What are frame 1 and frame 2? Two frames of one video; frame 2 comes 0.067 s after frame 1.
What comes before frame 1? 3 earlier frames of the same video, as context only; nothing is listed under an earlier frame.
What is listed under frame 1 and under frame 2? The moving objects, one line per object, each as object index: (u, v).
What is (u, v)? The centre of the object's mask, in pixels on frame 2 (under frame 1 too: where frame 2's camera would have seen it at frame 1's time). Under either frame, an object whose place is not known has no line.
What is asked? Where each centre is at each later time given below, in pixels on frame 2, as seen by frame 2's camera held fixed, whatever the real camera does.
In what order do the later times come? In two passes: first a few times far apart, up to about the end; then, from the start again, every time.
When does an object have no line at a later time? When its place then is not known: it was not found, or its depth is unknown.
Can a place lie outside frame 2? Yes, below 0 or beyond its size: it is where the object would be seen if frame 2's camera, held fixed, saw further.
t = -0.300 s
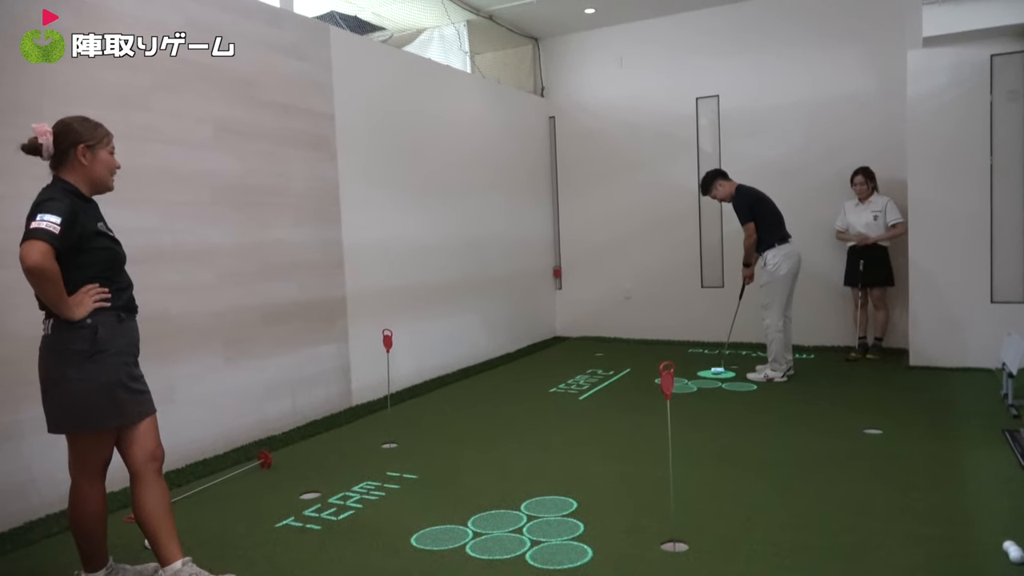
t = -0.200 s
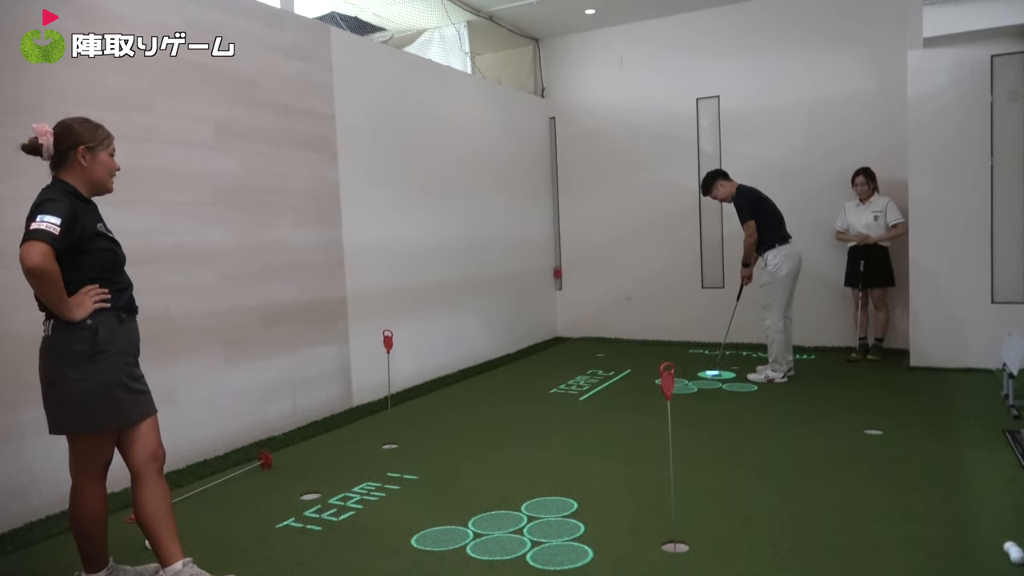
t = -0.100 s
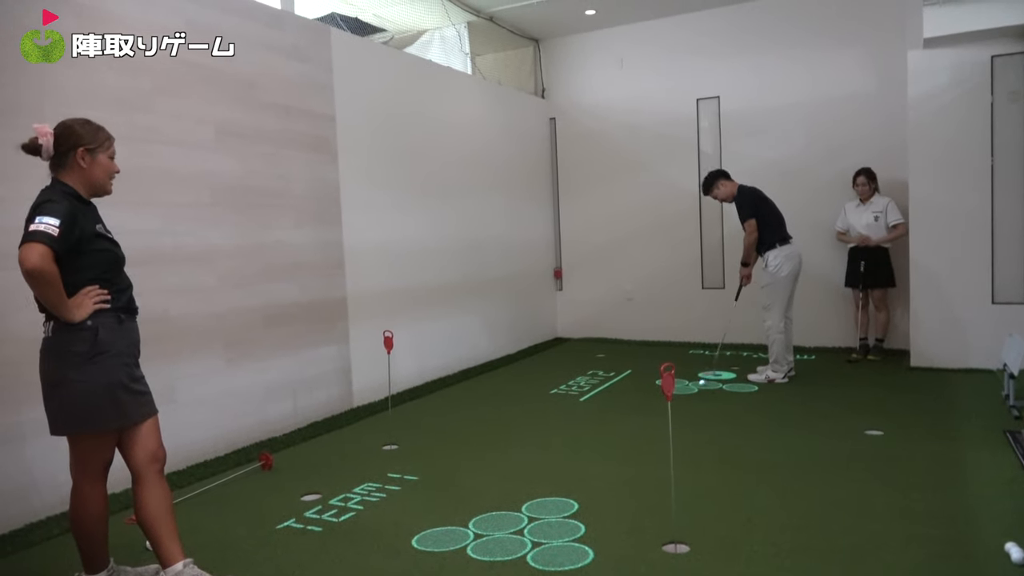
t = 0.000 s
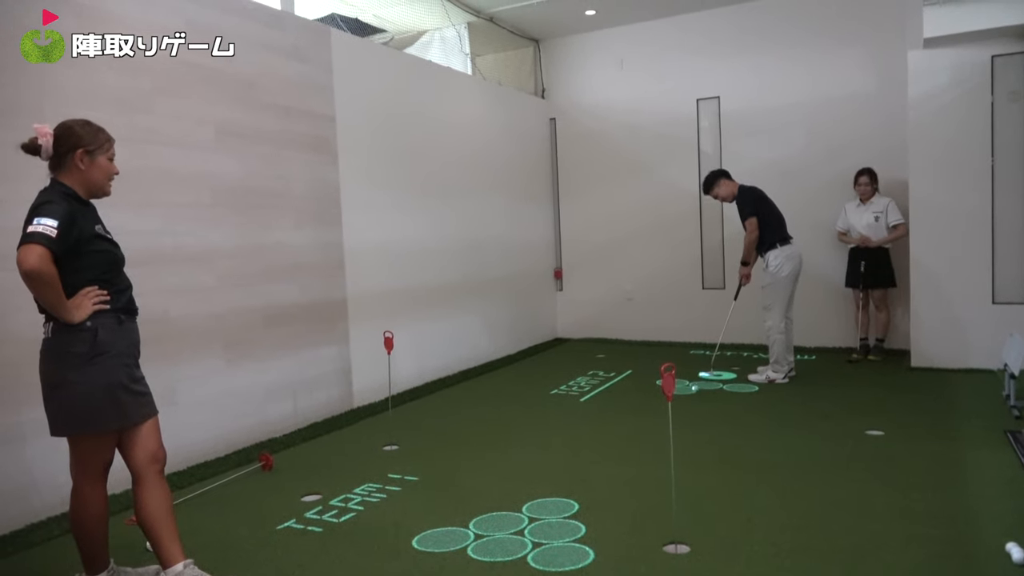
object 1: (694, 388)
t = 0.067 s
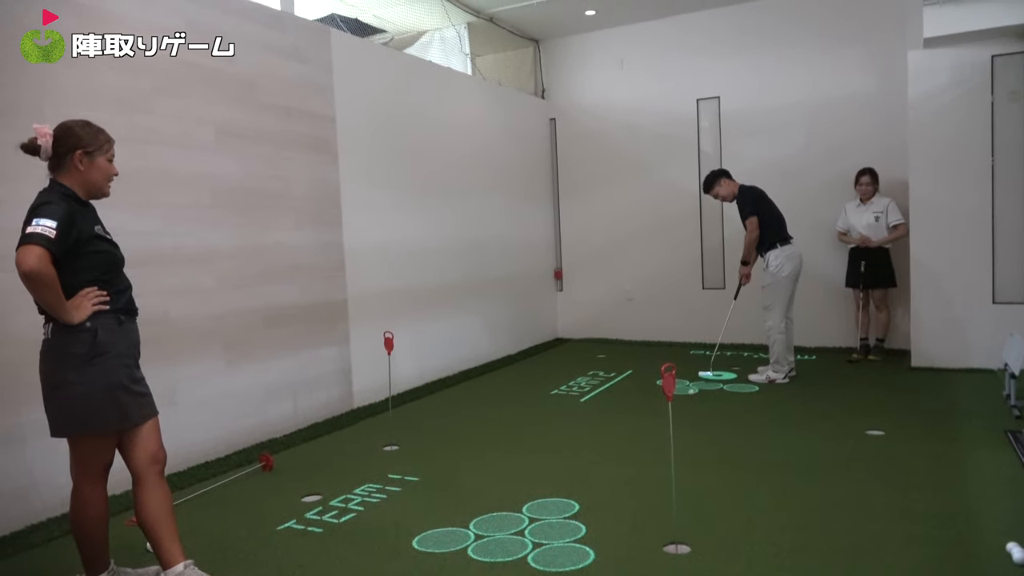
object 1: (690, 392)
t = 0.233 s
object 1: (681, 400)
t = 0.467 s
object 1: (666, 412)
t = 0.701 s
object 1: (651, 423)
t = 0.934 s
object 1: (634, 437)
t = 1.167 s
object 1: (614, 452)
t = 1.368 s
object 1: (597, 464)
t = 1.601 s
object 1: (577, 479)
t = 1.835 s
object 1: (554, 494)
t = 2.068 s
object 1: (530, 508)
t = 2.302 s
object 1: (504, 523)
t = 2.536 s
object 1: (478, 537)
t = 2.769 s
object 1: (452, 548)
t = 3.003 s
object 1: (431, 557)
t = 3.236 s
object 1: (414, 563)
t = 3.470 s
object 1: (401, 565)
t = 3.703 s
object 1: (395, 567)
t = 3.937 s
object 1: (394, 567)
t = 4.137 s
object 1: (394, 567)
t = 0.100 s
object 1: (689, 394)
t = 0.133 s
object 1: (687, 395)
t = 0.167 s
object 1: (685, 397)
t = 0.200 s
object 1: (683, 398)
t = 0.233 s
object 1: (681, 400)
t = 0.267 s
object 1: (679, 402)
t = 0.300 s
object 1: (677, 403)
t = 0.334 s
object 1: (675, 405)
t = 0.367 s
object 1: (674, 407)
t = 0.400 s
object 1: (671, 408)
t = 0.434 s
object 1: (668, 409)
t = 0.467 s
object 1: (666, 412)
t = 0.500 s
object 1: (664, 414)
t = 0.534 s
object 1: (662, 415)
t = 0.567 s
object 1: (659, 416)
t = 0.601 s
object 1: (657, 418)
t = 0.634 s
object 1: (655, 420)
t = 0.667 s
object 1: (653, 421)
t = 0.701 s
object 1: (651, 423)
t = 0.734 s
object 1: (648, 426)
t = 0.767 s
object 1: (646, 427)
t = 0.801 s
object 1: (644, 429)
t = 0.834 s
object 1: (641, 431)
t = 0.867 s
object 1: (638, 433)
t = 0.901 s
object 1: (636, 435)
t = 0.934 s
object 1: (634, 437)
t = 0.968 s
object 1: (631, 439)
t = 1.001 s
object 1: (628, 441)
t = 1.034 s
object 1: (625, 444)
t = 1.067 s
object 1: (623, 445)
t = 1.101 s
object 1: (620, 448)
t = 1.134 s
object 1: (617, 450)
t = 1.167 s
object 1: (614, 452)
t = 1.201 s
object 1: (611, 453)
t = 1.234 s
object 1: (608, 455)
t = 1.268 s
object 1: (605, 458)
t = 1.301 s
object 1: (603, 460)
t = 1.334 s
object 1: (600, 462)
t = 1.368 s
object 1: (597, 464)
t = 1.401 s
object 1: (595, 466)
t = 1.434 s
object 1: (592, 468)
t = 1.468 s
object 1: (589, 470)
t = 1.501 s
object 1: (586, 472)
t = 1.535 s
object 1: (583, 474)
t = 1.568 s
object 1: (580, 477)
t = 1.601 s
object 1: (577, 479)
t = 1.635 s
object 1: (574, 481)
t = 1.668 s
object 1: (570, 483)
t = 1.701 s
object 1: (567, 485)
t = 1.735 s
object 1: (564, 488)
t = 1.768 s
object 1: (560, 489)
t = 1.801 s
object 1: (557, 492)
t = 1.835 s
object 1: (554, 494)
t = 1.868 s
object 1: (550, 496)
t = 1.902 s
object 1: (547, 498)
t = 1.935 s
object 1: (544, 500)
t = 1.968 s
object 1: (540, 502)
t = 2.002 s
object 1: (537, 504)
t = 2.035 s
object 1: (533, 506)
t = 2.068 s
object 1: (530, 508)
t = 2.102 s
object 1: (526, 511)
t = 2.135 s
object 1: (522, 513)
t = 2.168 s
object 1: (519, 515)
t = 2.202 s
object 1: (515, 517)
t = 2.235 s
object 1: (512, 518)
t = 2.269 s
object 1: (508, 520)
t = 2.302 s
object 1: (504, 523)
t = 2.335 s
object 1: (500, 525)
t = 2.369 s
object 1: (496, 527)
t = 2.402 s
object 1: (493, 529)
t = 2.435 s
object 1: (489, 531)
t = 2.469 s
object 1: (485, 533)
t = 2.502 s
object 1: (481, 535)
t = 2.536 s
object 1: (478, 537)
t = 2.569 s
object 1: (474, 538)
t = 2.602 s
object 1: (471, 540)
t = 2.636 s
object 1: (467, 541)
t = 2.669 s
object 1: (464, 543)
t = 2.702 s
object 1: (460, 545)
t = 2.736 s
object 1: (456, 546)
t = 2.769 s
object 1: (452, 548)
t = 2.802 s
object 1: (449, 549)
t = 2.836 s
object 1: (446, 551)
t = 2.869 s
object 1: (443, 552)
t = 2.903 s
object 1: (439, 553)
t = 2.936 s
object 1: (436, 554)
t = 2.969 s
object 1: (434, 556)
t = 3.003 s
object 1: (431, 557)
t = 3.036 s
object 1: (428, 558)
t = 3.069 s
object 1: (426, 559)
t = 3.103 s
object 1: (423, 560)
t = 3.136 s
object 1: (421, 561)
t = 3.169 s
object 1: (419, 561)
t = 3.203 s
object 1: (416, 562)
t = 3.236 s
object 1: (414, 563)
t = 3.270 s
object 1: (412, 563)
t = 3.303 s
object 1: (410, 564)
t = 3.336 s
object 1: (408, 564)
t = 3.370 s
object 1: (406, 564)
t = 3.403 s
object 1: (405, 565)
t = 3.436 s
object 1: (403, 565)
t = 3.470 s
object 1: (401, 565)
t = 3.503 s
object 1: (400, 566)
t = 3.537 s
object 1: (398, 566)
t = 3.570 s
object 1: (398, 566)
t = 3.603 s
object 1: (397, 566)
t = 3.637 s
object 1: (396, 566)
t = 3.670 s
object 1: (395, 566)
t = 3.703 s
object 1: (395, 567)
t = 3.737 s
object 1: (394, 567)
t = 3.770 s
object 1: (394, 567)
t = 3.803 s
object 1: (394, 567)
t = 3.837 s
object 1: (394, 567)
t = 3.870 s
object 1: (394, 567)
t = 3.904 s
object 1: (394, 567)
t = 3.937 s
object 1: (394, 567)
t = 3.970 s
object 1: (394, 568)
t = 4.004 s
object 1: (394, 567)
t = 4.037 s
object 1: (394, 567)
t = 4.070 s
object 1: (394, 567)
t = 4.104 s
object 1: (394, 567)
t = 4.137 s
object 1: (394, 567)
